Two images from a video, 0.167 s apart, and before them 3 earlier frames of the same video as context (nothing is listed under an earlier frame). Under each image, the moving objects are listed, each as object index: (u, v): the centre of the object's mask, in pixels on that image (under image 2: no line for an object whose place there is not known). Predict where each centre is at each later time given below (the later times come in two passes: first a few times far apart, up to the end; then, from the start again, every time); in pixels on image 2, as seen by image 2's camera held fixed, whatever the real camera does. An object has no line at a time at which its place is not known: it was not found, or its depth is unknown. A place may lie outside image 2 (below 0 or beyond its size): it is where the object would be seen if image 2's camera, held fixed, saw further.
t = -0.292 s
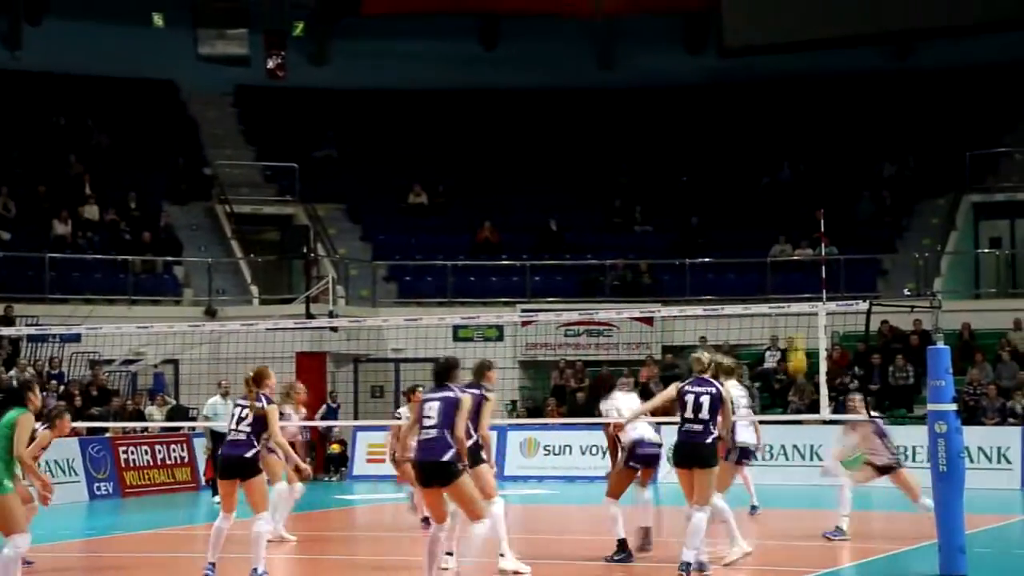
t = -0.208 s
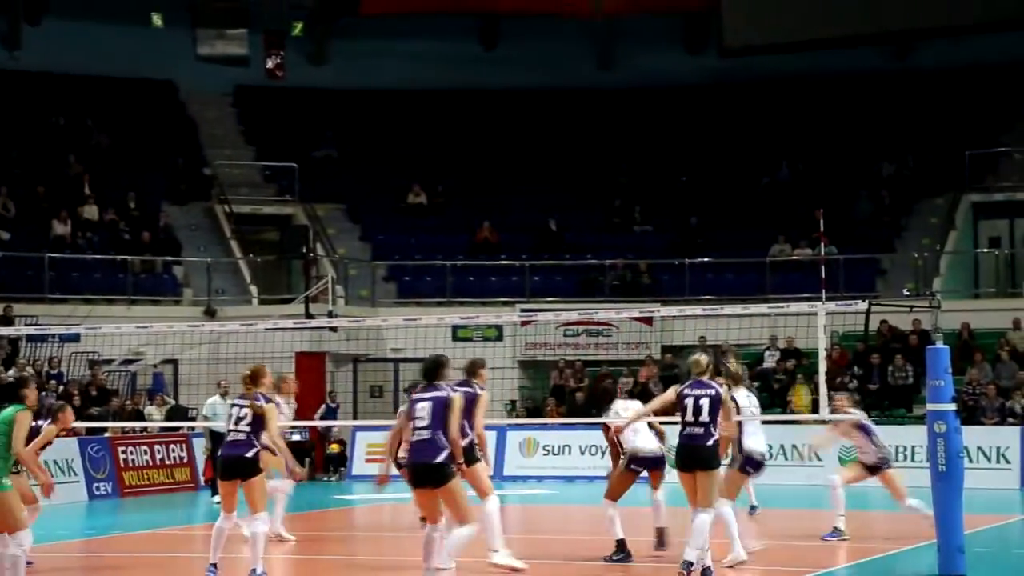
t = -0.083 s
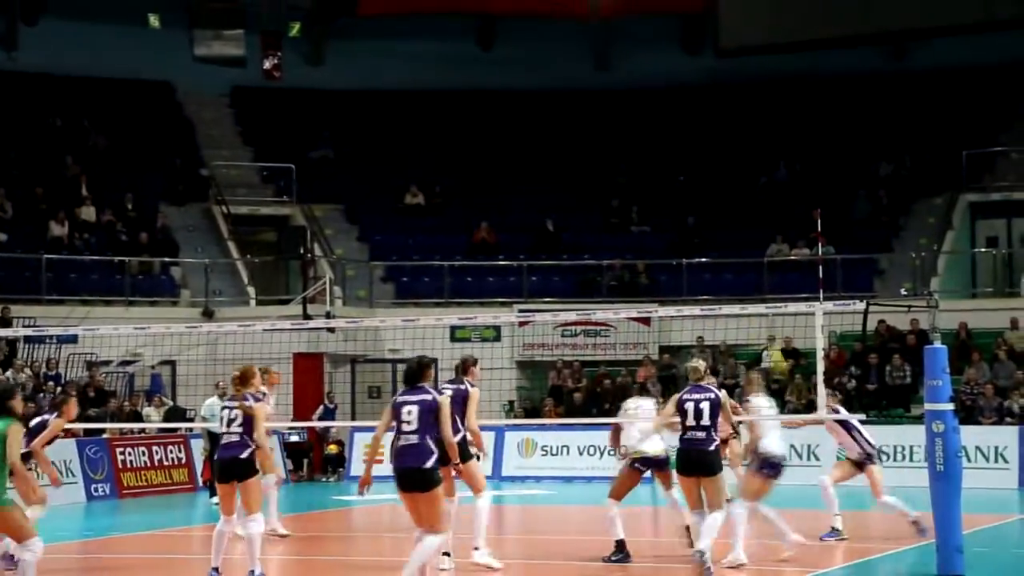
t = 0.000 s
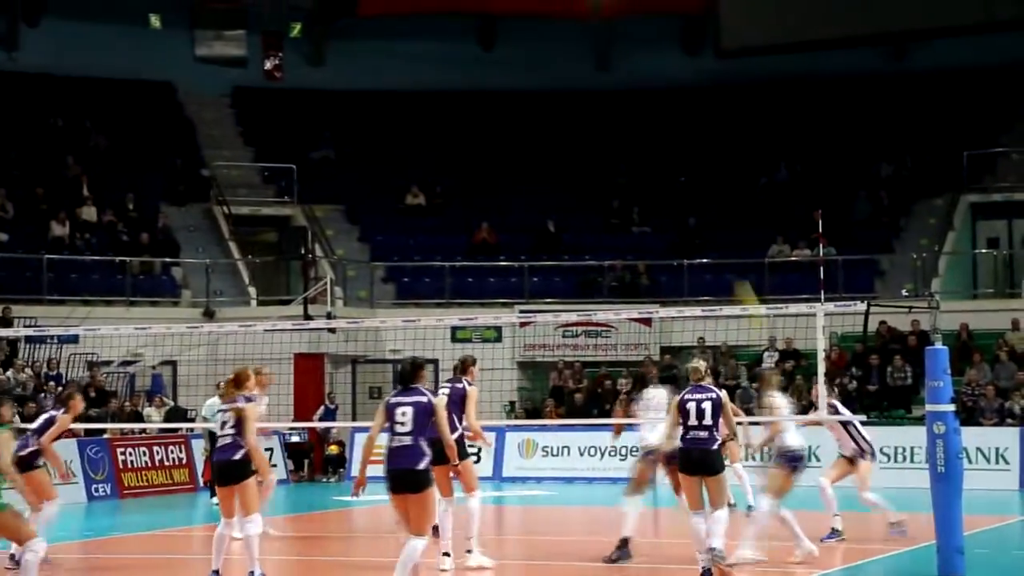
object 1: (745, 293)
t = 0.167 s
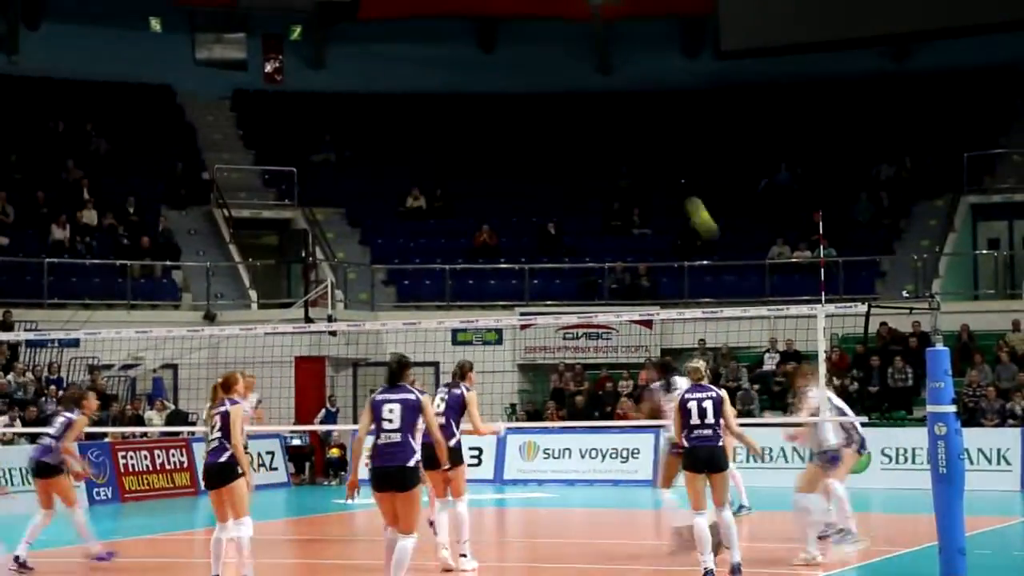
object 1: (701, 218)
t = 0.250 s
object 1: (677, 183)
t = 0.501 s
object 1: (610, 119)
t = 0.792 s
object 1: (533, 114)
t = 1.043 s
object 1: (470, 169)
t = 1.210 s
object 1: (431, 236)
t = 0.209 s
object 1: (691, 203)
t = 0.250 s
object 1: (677, 183)
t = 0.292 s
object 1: (664, 167)
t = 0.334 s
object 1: (653, 154)
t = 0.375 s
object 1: (644, 145)
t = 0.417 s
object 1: (632, 134)
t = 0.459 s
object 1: (621, 125)
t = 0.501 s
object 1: (610, 119)
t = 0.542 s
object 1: (599, 113)
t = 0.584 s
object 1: (588, 110)
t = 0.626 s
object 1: (576, 107)
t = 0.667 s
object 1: (565, 107)
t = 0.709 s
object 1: (554, 106)
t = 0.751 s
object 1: (543, 109)
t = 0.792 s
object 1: (533, 114)
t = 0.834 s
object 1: (523, 119)
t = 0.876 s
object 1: (511, 127)
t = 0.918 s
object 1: (501, 136)
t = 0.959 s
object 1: (491, 146)
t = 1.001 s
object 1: (480, 158)
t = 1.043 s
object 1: (470, 169)
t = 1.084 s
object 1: (460, 186)
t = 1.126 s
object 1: (451, 202)
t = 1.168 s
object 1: (440, 220)
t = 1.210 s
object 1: (431, 236)
